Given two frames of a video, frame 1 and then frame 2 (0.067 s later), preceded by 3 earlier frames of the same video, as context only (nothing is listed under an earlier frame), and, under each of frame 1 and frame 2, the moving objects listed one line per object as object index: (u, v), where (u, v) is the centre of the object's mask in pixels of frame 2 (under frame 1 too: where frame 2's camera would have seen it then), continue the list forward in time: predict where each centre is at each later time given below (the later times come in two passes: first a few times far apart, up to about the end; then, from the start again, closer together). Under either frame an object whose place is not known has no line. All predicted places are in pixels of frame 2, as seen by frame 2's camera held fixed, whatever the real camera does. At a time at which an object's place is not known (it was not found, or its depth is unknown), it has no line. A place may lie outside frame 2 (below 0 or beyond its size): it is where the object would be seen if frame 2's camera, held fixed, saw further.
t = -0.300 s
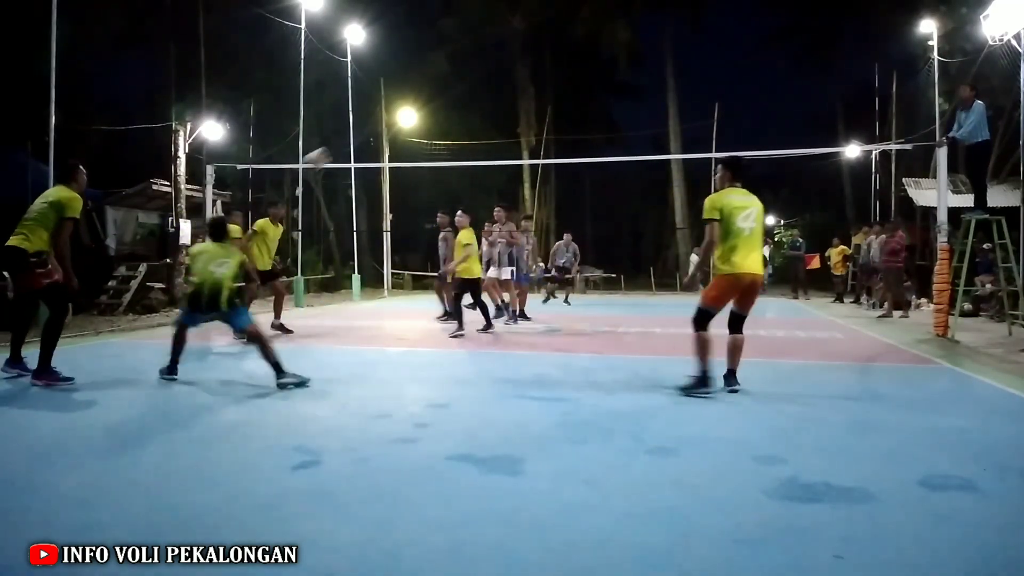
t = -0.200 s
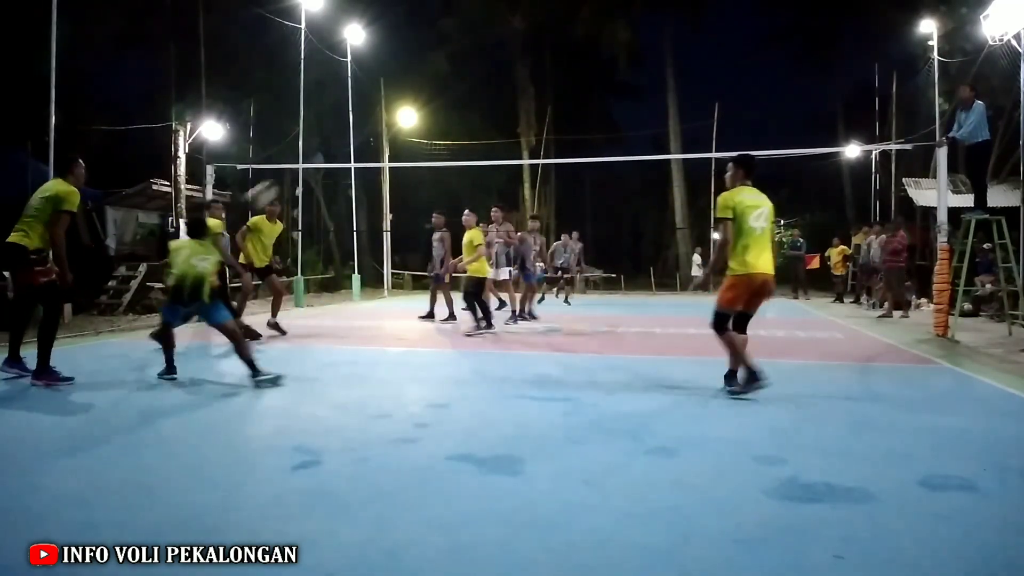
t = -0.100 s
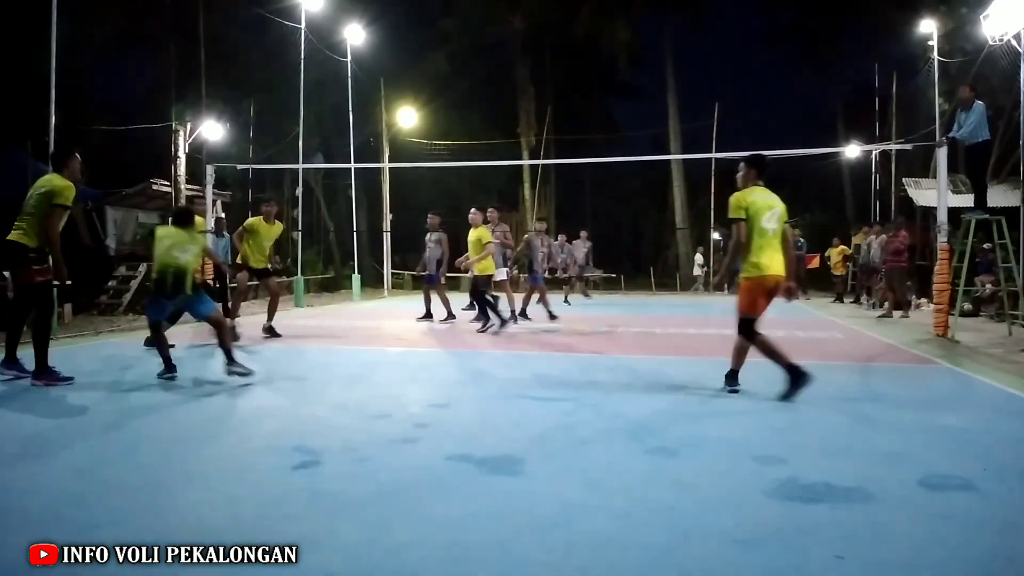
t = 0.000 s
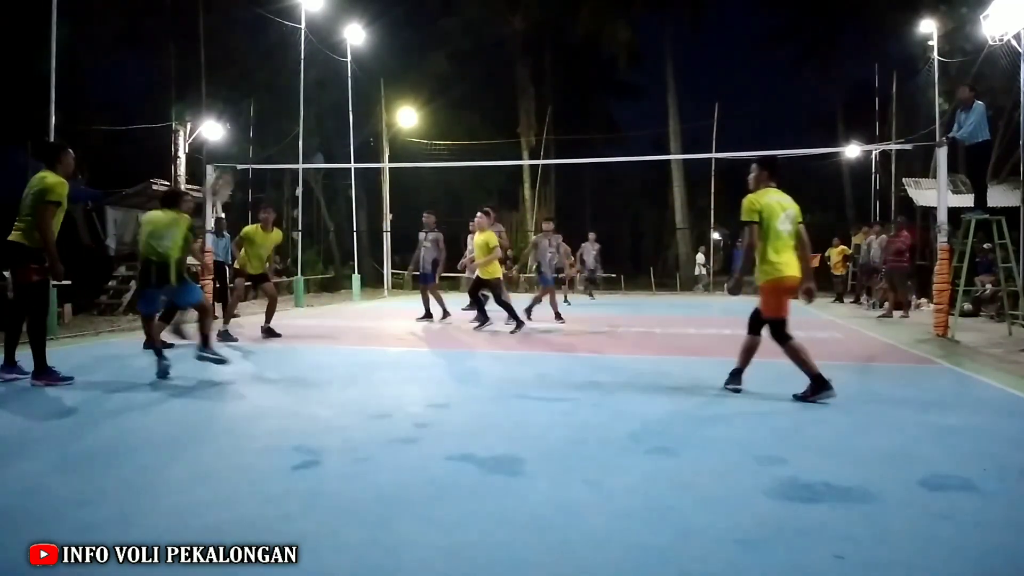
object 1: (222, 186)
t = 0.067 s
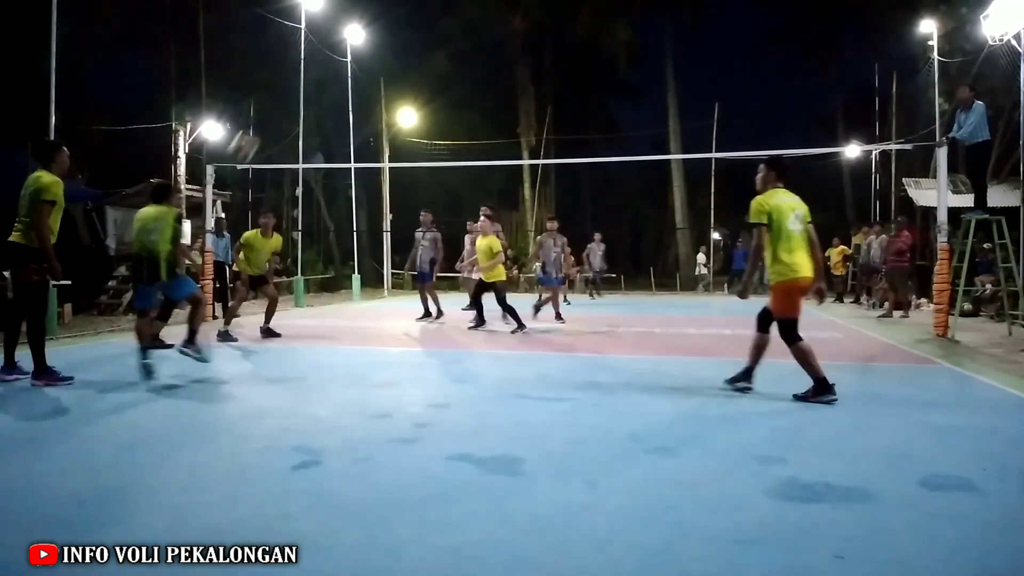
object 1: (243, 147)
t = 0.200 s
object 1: (288, 85)
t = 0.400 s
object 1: (352, 31)
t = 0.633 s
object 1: (416, 23)
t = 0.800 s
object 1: (457, 45)
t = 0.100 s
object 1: (256, 128)
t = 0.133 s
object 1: (268, 111)
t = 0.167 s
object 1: (279, 97)
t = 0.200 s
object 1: (288, 85)
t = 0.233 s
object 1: (300, 72)
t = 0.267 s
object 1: (312, 62)
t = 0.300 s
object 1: (321, 52)
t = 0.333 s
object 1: (328, 45)
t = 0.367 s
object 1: (337, 36)
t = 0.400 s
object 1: (352, 31)
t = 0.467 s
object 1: (372, 24)
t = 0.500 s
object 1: (379, 22)
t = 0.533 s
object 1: (390, 21)
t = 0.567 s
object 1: (398, 20)
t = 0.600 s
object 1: (407, 21)
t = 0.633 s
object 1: (416, 23)
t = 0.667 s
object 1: (424, 26)
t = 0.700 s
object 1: (432, 29)
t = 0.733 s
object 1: (441, 33)
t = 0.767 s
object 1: (449, 39)
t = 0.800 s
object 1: (457, 45)
